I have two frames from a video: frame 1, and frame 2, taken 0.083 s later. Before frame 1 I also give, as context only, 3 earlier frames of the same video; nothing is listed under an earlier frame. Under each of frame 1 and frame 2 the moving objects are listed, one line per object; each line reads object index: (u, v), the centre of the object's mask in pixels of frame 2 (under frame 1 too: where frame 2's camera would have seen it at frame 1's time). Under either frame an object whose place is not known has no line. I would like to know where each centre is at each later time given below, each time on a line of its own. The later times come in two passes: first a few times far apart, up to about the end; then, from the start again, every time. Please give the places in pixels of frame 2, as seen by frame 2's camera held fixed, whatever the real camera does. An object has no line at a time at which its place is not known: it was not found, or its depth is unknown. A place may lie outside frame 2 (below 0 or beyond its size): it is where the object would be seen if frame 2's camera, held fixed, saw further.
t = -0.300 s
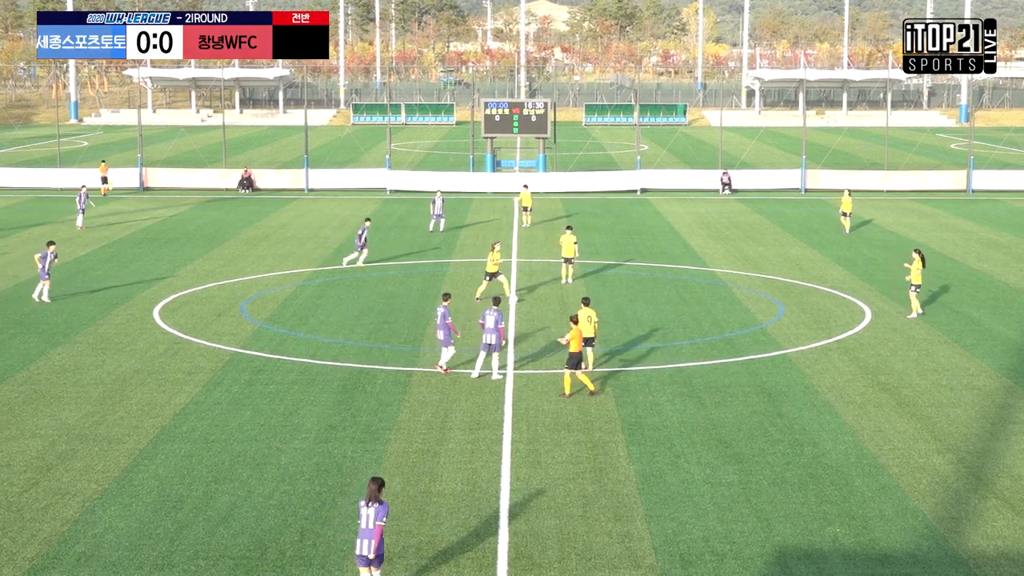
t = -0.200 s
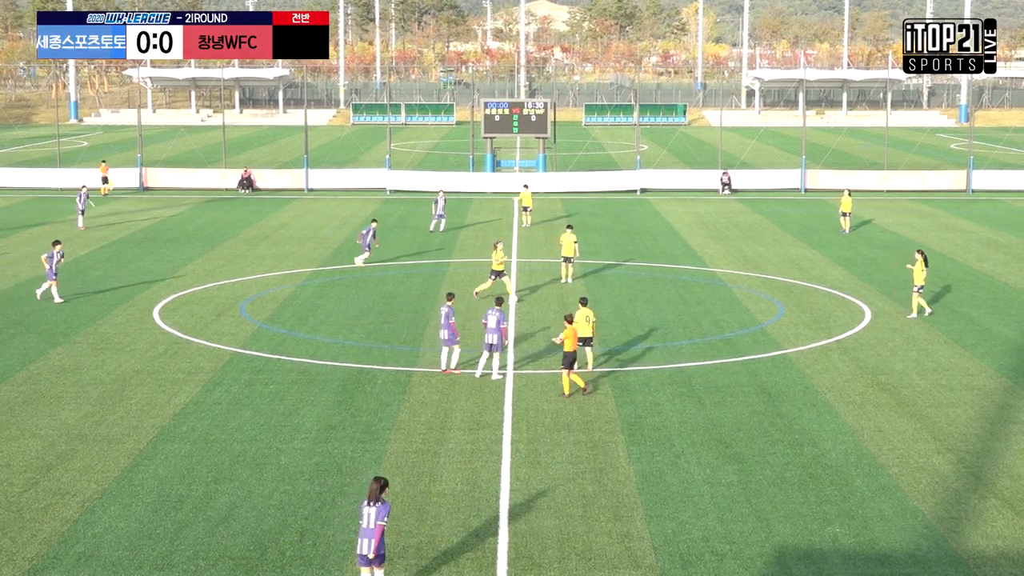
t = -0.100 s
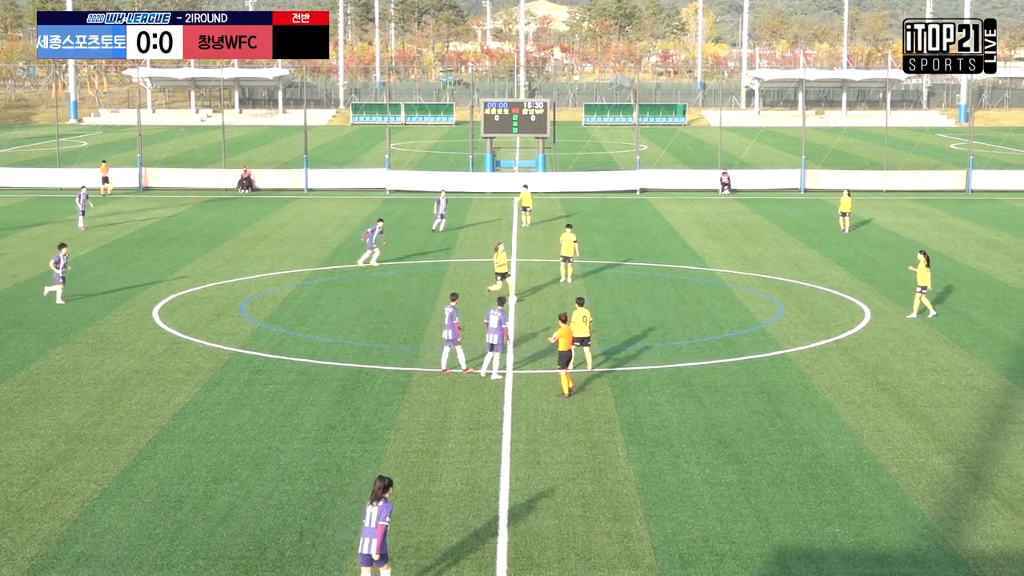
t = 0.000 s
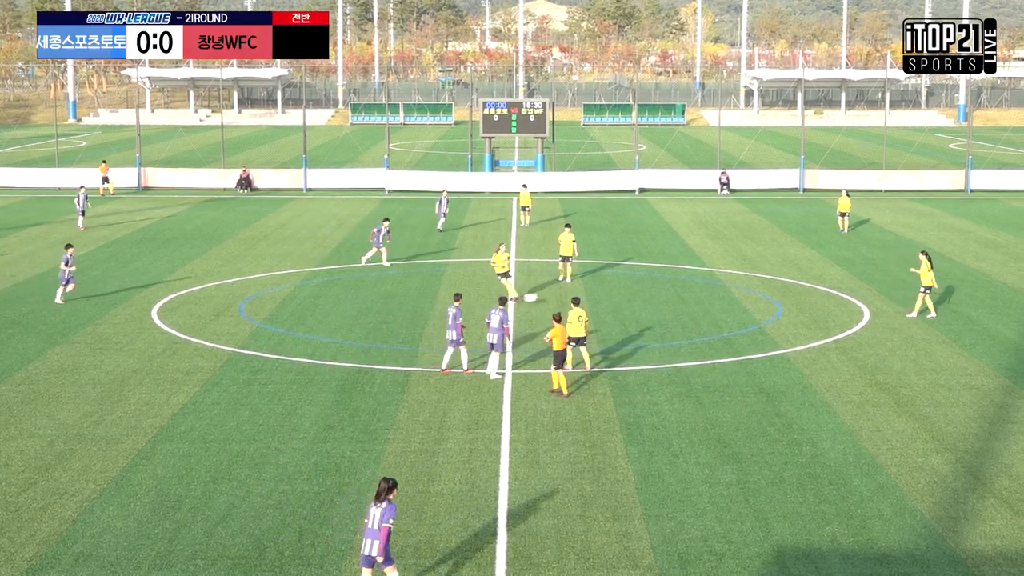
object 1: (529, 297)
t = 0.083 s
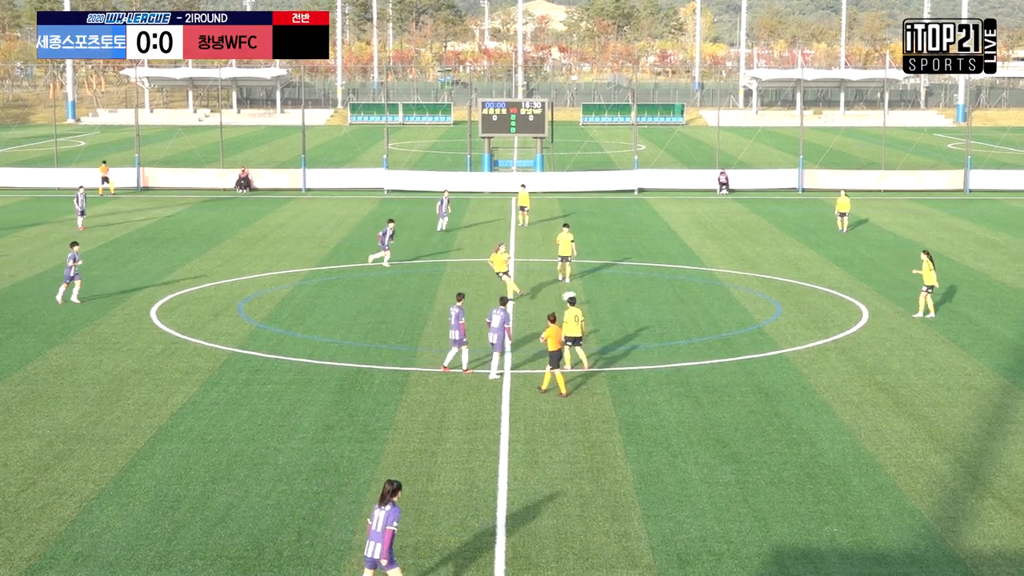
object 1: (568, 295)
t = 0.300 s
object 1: (675, 304)
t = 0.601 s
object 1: (827, 333)
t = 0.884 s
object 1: (951, 339)
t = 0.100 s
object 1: (577, 296)
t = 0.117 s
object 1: (584, 296)
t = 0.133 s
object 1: (592, 296)
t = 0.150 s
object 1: (600, 297)
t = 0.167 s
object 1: (608, 297)
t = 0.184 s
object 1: (617, 298)
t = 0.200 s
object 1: (624, 298)
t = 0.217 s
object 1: (633, 299)
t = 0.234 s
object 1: (641, 300)
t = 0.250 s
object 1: (649, 301)
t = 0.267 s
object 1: (658, 302)
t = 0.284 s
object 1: (666, 303)
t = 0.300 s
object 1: (675, 304)
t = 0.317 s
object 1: (683, 306)
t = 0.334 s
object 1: (691, 307)
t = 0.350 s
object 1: (700, 308)
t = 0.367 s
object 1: (708, 310)
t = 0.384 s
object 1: (717, 312)
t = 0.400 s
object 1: (725, 314)
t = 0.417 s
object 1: (734, 316)
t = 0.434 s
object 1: (743, 318)
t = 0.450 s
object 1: (752, 320)
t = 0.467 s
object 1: (761, 323)
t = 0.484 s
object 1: (770, 325)
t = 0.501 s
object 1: (779, 327)
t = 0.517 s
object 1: (788, 330)
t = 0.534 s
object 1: (797, 332)
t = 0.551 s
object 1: (806, 335)
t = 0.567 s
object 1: (813, 334)
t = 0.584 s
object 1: (820, 334)
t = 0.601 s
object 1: (827, 333)
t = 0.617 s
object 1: (834, 332)
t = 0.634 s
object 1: (841, 331)
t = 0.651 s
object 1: (848, 331)
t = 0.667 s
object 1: (855, 332)
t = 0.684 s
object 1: (863, 330)
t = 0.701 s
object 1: (870, 330)
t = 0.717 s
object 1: (877, 330)
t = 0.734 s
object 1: (884, 330)
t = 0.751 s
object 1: (891, 331)
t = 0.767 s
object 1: (899, 331)
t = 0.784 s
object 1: (906, 332)
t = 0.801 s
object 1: (913, 333)
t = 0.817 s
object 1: (921, 334)
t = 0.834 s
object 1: (928, 335)
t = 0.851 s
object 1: (935, 336)
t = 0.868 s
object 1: (943, 337)
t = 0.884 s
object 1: (951, 339)
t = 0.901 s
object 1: (958, 340)
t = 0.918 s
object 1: (966, 342)
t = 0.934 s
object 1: (974, 344)
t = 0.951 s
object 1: (981, 347)
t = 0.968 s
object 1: (989, 348)
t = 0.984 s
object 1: (997, 351)
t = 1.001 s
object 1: (1004, 353)
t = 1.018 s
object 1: (1012, 356)
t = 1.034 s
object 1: (1020, 359)
